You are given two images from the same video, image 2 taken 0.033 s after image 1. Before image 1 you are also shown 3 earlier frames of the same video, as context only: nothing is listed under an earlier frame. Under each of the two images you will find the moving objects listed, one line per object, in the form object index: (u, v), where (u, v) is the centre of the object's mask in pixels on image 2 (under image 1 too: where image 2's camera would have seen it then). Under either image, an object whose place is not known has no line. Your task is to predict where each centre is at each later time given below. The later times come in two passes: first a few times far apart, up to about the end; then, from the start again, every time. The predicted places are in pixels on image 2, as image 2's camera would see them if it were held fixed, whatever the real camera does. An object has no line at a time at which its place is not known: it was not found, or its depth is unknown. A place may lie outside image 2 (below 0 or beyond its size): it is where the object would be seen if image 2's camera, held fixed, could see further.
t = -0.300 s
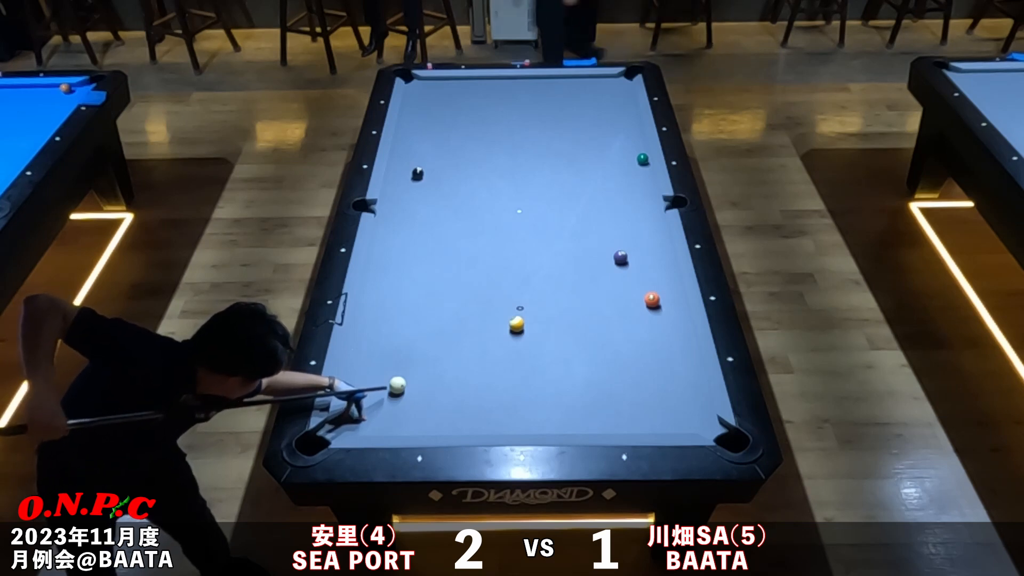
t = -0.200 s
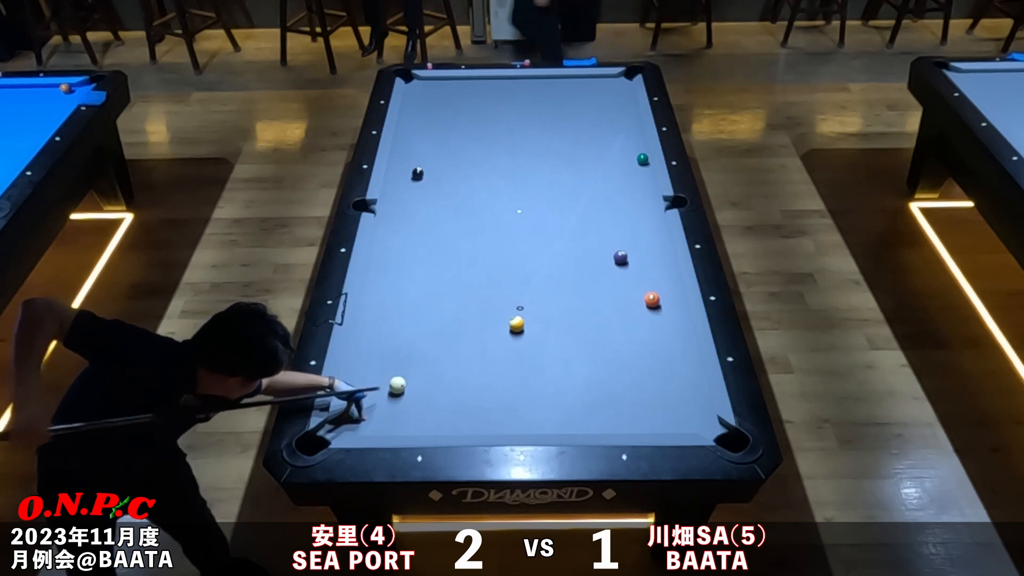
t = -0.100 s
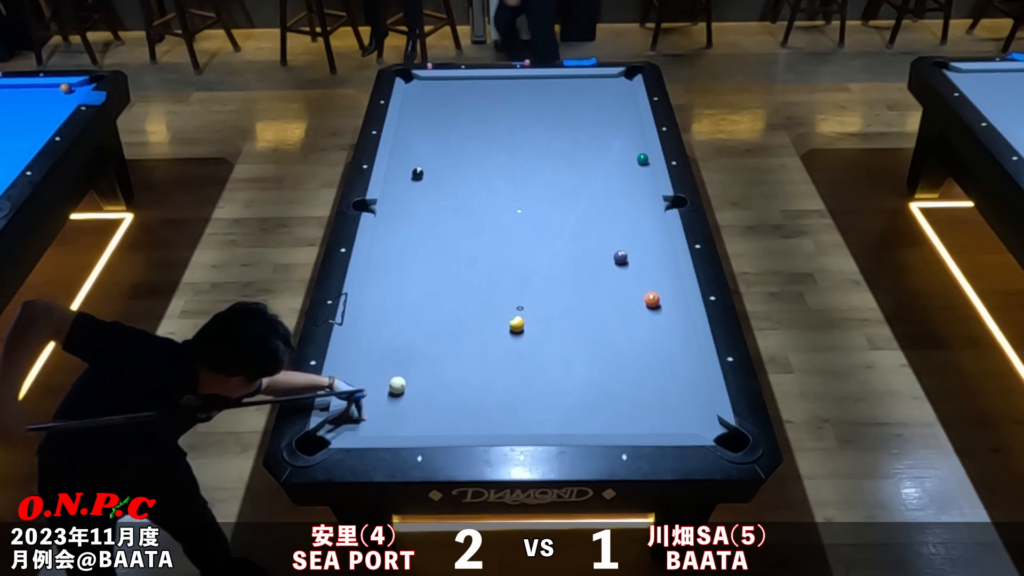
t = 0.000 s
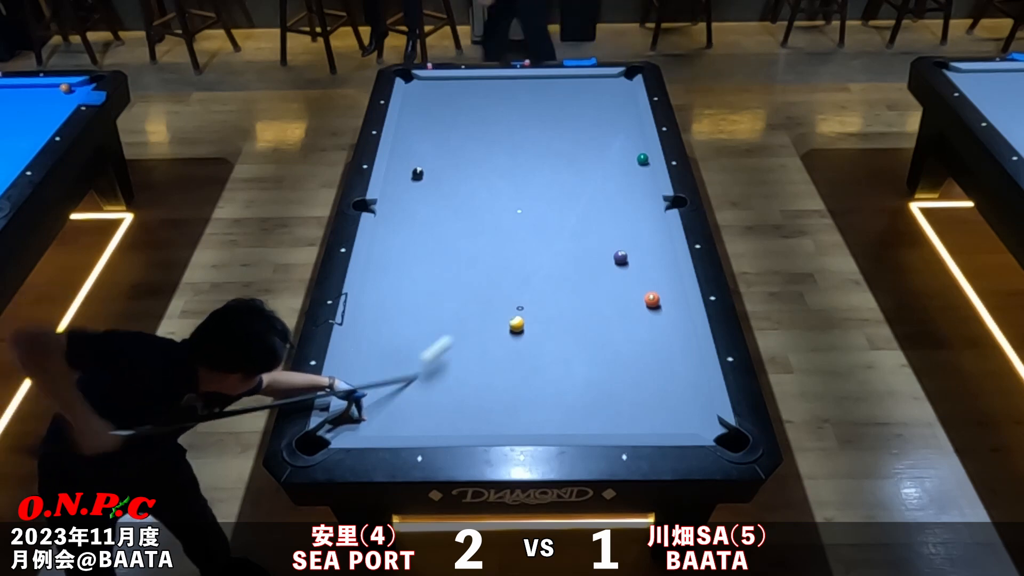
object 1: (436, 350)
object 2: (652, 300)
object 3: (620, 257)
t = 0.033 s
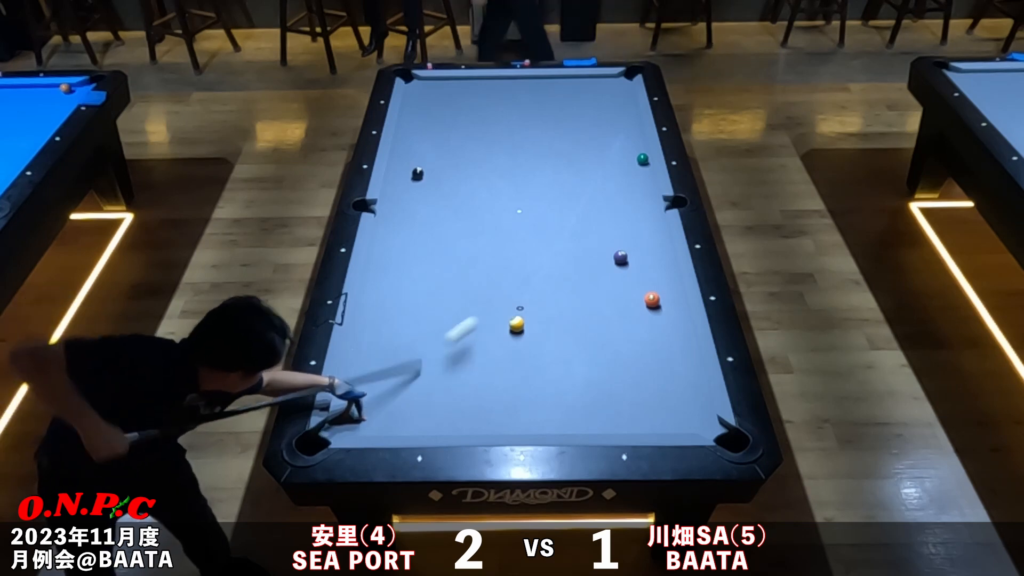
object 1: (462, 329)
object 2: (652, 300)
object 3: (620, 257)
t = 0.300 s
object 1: (624, 229)
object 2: (652, 300)
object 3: (627, 260)
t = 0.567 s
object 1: (651, 238)
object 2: (652, 300)
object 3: (660, 268)
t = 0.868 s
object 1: (633, 298)
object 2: (661, 310)
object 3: (661, 275)
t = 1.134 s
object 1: (601, 326)
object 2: (688, 337)
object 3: (646, 280)
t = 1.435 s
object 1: (563, 359)
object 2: (682, 359)
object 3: (630, 285)
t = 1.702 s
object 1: (528, 390)
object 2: (676, 378)
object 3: (617, 289)
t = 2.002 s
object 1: (487, 424)
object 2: (670, 398)
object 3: (605, 293)
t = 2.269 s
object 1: (462, 417)
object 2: (664, 416)
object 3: (594, 296)
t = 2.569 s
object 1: (440, 398)
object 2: (656, 425)
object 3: (585, 299)
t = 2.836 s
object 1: (423, 384)
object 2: (648, 419)
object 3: (578, 302)
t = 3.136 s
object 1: (405, 369)
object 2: (641, 411)
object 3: (572, 304)
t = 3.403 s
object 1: (392, 357)
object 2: (637, 406)
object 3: (568, 305)
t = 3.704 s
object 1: (378, 346)
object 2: (633, 402)
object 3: (565, 306)
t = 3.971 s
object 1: (368, 337)
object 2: (630, 400)
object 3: (563, 306)
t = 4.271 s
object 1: (358, 329)
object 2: (629, 398)
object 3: (563, 306)
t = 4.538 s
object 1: (361, 324)
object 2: (629, 398)
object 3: (563, 306)
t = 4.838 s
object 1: (367, 321)
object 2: (629, 399)
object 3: (563, 306)
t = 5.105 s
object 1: (371, 319)
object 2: (629, 399)
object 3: (563, 306)
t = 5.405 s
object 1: (373, 318)
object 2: (629, 399)
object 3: (563, 306)
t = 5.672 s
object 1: (374, 317)
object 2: (629, 399)
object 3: (563, 306)
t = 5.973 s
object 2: (629, 399)
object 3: (563, 306)
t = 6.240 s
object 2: (629, 399)
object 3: (563, 306)
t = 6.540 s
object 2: (629, 399)
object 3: (563, 306)
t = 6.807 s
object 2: (629, 399)
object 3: (563, 306)
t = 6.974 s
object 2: (629, 399)
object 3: (563, 306)
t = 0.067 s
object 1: (486, 312)
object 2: (652, 300)
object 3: (621, 257)
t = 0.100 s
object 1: (510, 298)
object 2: (652, 300)
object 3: (620, 257)
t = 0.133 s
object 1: (534, 287)
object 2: (652, 300)
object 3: (621, 257)
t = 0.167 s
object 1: (555, 277)
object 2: (652, 300)
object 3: (621, 257)
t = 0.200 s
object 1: (576, 270)
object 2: (652, 300)
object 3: (621, 257)
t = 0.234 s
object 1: (595, 257)
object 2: (652, 300)
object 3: (621, 257)
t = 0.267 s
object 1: (612, 243)
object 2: (652, 300)
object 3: (622, 258)
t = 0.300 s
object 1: (624, 229)
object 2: (652, 300)
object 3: (627, 260)
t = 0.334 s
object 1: (636, 217)
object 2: (652, 300)
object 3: (631, 260)
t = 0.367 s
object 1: (647, 209)
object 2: (652, 300)
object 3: (635, 261)
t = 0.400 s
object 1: (657, 202)
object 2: (652, 300)
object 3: (639, 263)
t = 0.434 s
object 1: (660, 202)
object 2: (652, 300)
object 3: (643, 264)
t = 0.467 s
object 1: (657, 210)
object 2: (652, 300)
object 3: (647, 265)
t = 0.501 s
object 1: (655, 220)
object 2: (652, 300)
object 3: (652, 266)
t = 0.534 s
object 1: (653, 229)
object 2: (652, 300)
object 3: (656, 267)
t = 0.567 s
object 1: (651, 238)
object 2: (652, 300)
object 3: (660, 268)
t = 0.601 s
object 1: (649, 246)
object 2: (652, 300)
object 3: (664, 269)
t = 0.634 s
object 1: (647, 255)
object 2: (652, 300)
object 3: (668, 270)
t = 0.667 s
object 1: (646, 263)
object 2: (652, 300)
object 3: (672, 272)
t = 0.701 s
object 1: (645, 271)
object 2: (652, 300)
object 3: (672, 272)
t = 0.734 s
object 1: (644, 279)
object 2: (652, 300)
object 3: (670, 273)
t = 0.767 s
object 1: (643, 286)
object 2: (652, 300)
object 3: (668, 273)
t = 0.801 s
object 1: (641, 291)
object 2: (653, 301)
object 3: (666, 274)
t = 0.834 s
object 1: (637, 295)
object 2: (658, 306)
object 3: (664, 275)
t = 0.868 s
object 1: (633, 298)
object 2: (661, 310)
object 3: (661, 275)
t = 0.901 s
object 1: (629, 301)
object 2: (665, 313)
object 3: (659, 276)
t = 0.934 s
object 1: (625, 304)
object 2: (668, 317)
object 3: (657, 277)
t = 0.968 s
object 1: (621, 308)
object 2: (671, 320)
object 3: (656, 277)
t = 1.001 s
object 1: (617, 312)
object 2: (675, 324)
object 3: (654, 278)
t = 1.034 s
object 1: (613, 315)
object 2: (678, 327)
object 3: (652, 278)
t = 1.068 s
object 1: (609, 319)
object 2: (681, 330)
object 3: (650, 279)
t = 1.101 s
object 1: (605, 323)
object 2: (684, 334)
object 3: (648, 280)
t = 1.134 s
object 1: (601, 326)
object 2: (688, 337)
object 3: (646, 280)
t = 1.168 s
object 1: (597, 330)
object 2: (688, 340)
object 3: (644, 281)
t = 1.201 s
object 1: (593, 333)
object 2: (687, 342)
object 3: (642, 282)
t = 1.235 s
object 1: (589, 337)
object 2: (687, 344)
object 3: (640, 282)
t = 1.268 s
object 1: (584, 341)
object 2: (686, 347)
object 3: (639, 283)
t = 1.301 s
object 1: (580, 344)
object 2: (685, 349)
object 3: (637, 283)
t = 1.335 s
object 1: (576, 348)
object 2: (684, 352)
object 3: (635, 284)
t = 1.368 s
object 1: (572, 352)
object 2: (683, 354)
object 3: (634, 284)
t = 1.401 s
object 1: (568, 356)
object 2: (683, 357)
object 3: (632, 285)
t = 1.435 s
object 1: (563, 359)
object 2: (682, 359)
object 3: (630, 285)
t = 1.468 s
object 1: (559, 363)
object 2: (682, 361)
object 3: (629, 286)
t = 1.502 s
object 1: (555, 367)
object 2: (681, 364)
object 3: (627, 286)
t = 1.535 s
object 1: (550, 371)
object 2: (680, 366)
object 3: (625, 287)
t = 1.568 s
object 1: (546, 375)
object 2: (679, 368)
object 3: (624, 287)
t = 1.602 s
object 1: (541, 378)
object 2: (678, 370)
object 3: (622, 288)
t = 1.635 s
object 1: (537, 382)
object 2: (678, 373)
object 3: (620, 288)
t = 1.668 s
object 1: (532, 386)
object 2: (677, 375)
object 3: (619, 289)
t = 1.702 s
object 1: (528, 390)
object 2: (676, 378)
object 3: (617, 289)
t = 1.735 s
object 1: (524, 394)
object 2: (675, 380)
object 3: (616, 290)
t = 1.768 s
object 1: (519, 398)
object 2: (674, 382)
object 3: (614, 290)
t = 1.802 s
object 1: (515, 402)
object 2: (674, 385)
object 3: (613, 291)
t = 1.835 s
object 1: (510, 406)
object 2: (673, 387)
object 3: (612, 291)
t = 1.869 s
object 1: (505, 409)
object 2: (672, 389)
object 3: (610, 292)
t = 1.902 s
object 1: (501, 413)
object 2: (672, 391)
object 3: (609, 292)
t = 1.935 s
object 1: (496, 417)
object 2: (671, 394)
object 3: (607, 292)
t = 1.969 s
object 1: (491, 422)
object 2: (670, 396)
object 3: (606, 293)
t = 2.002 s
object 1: (487, 424)
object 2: (670, 398)
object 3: (605, 293)
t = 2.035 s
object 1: (482, 426)
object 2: (669, 400)
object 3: (603, 294)
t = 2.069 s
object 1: (478, 427)
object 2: (668, 403)
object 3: (602, 294)
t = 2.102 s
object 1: (475, 426)
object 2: (667, 405)
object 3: (601, 294)
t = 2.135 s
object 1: (472, 425)
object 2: (667, 407)
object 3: (599, 295)
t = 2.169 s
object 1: (470, 423)
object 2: (666, 409)
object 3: (598, 295)
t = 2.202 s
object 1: (467, 422)
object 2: (665, 412)
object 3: (597, 296)
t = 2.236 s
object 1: (464, 420)
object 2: (664, 414)
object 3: (596, 296)
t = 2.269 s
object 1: (462, 417)
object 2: (664, 416)
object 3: (594, 296)
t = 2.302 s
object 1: (459, 415)
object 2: (663, 418)
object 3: (593, 297)
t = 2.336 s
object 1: (457, 413)
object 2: (662, 419)
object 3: (592, 297)
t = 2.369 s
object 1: (454, 411)
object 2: (662, 421)
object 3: (591, 297)
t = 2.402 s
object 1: (452, 409)
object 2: (661, 423)
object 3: (590, 298)
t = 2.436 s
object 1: (449, 407)
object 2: (660, 424)
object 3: (589, 298)
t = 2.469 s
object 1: (447, 404)
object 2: (659, 425)
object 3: (588, 298)
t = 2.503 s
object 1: (445, 403)
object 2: (658, 426)
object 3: (587, 299)
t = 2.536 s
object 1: (442, 401)
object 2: (657, 426)
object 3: (586, 299)
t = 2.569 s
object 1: (440, 398)
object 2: (656, 425)
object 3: (585, 299)
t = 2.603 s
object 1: (437, 397)
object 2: (655, 424)
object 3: (584, 299)
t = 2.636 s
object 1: (435, 395)
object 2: (654, 424)
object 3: (583, 300)
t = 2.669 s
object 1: (433, 393)
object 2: (653, 423)
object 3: (582, 300)
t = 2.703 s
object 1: (431, 391)
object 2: (652, 423)
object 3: (581, 301)
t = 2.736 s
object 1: (429, 389)
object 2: (651, 422)
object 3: (581, 301)
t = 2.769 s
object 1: (427, 387)
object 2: (650, 422)
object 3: (580, 301)
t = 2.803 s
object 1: (425, 386)
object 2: (650, 421)
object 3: (579, 302)
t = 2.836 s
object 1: (423, 384)
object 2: (648, 419)
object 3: (578, 302)
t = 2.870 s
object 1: (420, 382)
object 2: (647, 418)
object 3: (577, 302)
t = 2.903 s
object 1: (419, 380)
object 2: (647, 417)
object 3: (577, 303)
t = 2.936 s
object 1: (417, 378)
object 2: (646, 417)
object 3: (576, 303)
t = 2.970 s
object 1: (415, 377)
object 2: (645, 416)
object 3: (575, 303)
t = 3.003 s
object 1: (413, 375)
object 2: (644, 415)
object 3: (575, 303)
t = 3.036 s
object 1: (411, 374)
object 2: (643, 414)
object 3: (574, 304)
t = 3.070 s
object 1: (409, 372)
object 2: (643, 413)
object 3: (573, 304)
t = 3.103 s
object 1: (407, 370)
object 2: (642, 412)
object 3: (573, 304)
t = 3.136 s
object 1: (405, 369)
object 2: (641, 411)
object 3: (572, 304)
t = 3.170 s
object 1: (403, 367)
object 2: (641, 410)
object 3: (572, 305)
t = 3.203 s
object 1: (402, 366)
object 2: (640, 410)
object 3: (571, 305)
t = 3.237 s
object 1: (400, 364)
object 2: (639, 409)
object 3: (570, 305)
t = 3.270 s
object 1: (398, 363)
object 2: (639, 409)
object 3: (570, 305)
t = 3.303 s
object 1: (397, 361)
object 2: (638, 408)
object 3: (569, 305)
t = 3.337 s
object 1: (395, 360)
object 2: (637, 407)
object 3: (569, 305)
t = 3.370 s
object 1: (393, 359)
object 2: (637, 407)
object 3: (568, 305)
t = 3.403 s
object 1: (392, 357)
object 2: (637, 406)
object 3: (568, 305)
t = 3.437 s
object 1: (390, 356)
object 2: (636, 406)
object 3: (568, 305)
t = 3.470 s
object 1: (389, 354)
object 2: (635, 405)
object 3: (567, 306)
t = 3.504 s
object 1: (387, 353)
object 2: (635, 405)
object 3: (567, 306)
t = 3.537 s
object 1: (386, 352)
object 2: (635, 404)
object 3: (566, 306)
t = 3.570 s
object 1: (384, 350)
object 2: (634, 404)
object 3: (566, 306)
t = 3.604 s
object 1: (383, 349)
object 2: (634, 403)
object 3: (566, 306)
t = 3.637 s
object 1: (381, 348)
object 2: (633, 403)
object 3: (565, 306)
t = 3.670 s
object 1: (380, 347)
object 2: (633, 403)
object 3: (565, 306)
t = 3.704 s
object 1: (378, 346)
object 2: (633, 402)
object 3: (565, 306)
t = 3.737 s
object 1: (377, 345)
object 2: (632, 402)
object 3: (564, 306)
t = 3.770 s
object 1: (375, 344)
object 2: (632, 401)
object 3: (564, 306)
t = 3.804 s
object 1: (374, 343)
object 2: (631, 401)
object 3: (564, 306)
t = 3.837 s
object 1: (373, 341)
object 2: (631, 401)
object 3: (564, 306)
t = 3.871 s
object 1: (372, 340)
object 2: (631, 401)
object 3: (564, 306)
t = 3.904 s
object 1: (370, 340)
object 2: (631, 400)
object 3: (563, 306)
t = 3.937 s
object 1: (369, 338)
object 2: (631, 400)
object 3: (563, 306)
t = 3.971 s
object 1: (368, 337)
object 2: (630, 400)
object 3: (563, 306)
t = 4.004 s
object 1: (367, 336)
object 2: (630, 400)
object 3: (563, 306)
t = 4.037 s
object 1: (365, 335)
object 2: (630, 399)
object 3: (563, 306)
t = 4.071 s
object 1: (364, 334)
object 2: (630, 399)
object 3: (563, 306)
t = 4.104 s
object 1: (363, 333)
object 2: (630, 399)
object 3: (563, 306)
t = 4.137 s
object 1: (362, 332)
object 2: (630, 399)
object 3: (563, 306)
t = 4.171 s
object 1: (361, 332)
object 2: (629, 399)
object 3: (563, 306)
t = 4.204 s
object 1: (360, 331)
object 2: (629, 399)
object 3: (563, 306)
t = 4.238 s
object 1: (359, 330)
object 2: (629, 398)
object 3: (563, 306)
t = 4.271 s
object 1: (358, 329)
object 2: (629, 398)
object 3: (563, 306)
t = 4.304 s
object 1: (357, 328)
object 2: (629, 398)
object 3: (563, 306)
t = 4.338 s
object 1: (356, 328)
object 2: (629, 398)
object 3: (563, 306)
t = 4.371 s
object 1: (357, 327)
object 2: (629, 398)
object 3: (563, 306)
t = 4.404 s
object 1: (358, 326)
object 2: (629, 398)
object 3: (563, 306)
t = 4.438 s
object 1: (359, 326)
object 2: (629, 398)
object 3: (563, 306)
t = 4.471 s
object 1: (359, 326)
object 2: (629, 398)
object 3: (563, 306)
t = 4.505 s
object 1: (360, 325)
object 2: (629, 398)
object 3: (563, 306)
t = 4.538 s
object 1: (361, 324)
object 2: (629, 398)
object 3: (563, 306)
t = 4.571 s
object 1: (362, 324)
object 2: (629, 398)
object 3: (563, 306)
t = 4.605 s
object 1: (362, 324)
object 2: (629, 398)
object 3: (563, 306)
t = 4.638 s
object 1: (363, 323)
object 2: (629, 398)
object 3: (563, 306)
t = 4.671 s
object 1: (364, 323)
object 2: (629, 398)
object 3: (563, 306)
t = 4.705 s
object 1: (364, 322)
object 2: (629, 398)
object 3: (563, 306)
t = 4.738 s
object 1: (365, 322)
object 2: (629, 398)
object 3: (563, 306)
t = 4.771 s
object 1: (366, 322)
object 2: (629, 398)
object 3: (563, 306)
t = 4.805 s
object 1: (366, 321)
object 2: (629, 399)
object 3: (563, 306)
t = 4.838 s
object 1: (367, 321)
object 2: (629, 399)
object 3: (563, 306)
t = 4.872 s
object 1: (367, 321)
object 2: (629, 399)
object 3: (563, 306)
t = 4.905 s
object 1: (368, 321)
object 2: (629, 399)
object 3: (563, 306)
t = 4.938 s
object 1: (368, 320)
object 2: (629, 399)
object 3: (563, 306)
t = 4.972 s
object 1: (369, 320)
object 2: (629, 399)
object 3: (563, 306)
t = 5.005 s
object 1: (369, 320)
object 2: (629, 399)
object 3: (563, 306)
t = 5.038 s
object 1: (370, 319)
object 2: (629, 399)
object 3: (563, 306)
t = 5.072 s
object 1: (370, 319)
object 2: (629, 399)
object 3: (563, 306)
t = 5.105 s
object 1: (371, 319)
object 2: (629, 399)
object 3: (563, 306)
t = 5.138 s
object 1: (371, 319)
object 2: (629, 399)
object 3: (563, 306)
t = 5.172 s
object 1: (372, 319)
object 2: (629, 399)
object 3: (563, 306)
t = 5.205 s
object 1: (372, 319)
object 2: (629, 399)
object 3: (563, 306)
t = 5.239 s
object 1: (372, 318)
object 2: (629, 399)
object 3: (563, 306)
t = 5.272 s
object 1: (372, 318)
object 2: (629, 399)
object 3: (563, 306)
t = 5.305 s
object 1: (373, 318)
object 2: (629, 399)
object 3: (563, 306)
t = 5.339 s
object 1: (373, 318)
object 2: (629, 399)
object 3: (563, 306)
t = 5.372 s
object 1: (373, 318)
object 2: (629, 399)
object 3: (563, 306)
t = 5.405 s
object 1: (373, 318)
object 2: (629, 399)
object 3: (563, 306)
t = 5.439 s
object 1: (373, 318)
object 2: (629, 399)
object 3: (563, 306)
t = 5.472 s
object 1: (374, 317)
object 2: (629, 399)
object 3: (563, 306)
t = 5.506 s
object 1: (374, 317)
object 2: (629, 399)
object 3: (563, 306)
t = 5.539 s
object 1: (374, 317)
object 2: (629, 399)
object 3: (563, 306)
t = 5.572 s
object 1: (374, 317)
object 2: (629, 399)
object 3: (563, 306)
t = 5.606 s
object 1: (374, 317)
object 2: (629, 399)
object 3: (563, 306)
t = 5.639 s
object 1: (374, 317)
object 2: (629, 399)
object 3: (563, 306)
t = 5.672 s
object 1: (374, 317)
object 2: (629, 399)
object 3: (563, 306)
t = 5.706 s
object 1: (374, 317)
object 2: (629, 399)
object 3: (563, 306)
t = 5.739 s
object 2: (629, 399)
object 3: (563, 306)
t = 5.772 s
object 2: (629, 399)
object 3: (563, 306)
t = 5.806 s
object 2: (629, 399)
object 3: (563, 306)
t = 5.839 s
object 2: (629, 399)
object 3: (563, 306)
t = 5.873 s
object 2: (629, 399)
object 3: (563, 306)
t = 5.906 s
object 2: (629, 399)
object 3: (563, 306)
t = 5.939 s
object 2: (629, 399)
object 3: (563, 306)
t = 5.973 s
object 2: (629, 399)
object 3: (563, 306)
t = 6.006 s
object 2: (629, 399)
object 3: (563, 306)
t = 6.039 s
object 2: (629, 399)
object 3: (563, 306)
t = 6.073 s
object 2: (629, 399)
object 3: (563, 306)
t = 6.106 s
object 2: (629, 399)
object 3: (563, 306)
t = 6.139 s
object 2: (629, 399)
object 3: (563, 306)
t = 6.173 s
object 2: (629, 399)
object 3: (563, 306)
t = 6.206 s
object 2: (629, 399)
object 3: (563, 306)
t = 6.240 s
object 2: (629, 399)
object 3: (563, 306)
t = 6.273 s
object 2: (629, 399)
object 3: (563, 306)
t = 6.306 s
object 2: (629, 399)
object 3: (563, 306)
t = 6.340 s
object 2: (629, 399)
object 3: (563, 306)
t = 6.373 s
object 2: (629, 399)
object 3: (563, 306)
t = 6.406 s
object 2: (629, 399)
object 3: (563, 306)
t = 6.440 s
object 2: (629, 399)
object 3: (563, 306)
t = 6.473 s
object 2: (629, 399)
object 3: (563, 306)
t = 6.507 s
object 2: (629, 399)
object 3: (563, 306)
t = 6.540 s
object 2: (629, 399)
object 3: (563, 306)
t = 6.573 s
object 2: (629, 399)
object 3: (563, 306)
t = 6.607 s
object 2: (629, 399)
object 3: (563, 306)
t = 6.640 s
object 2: (629, 399)
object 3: (563, 306)
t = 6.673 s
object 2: (629, 399)
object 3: (563, 306)
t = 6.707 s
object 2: (629, 399)
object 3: (563, 306)
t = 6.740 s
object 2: (629, 399)
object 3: (563, 306)
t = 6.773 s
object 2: (629, 399)
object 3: (563, 306)
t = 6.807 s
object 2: (629, 399)
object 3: (563, 306)
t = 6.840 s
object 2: (629, 399)
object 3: (563, 306)
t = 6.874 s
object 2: (629, 399)
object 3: (563, 306)
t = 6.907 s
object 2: (629, 399)
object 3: (563, 306)
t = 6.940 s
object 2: (629, 399)
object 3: (563, 306)
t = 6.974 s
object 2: (629, 399)
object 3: (563, 306)
